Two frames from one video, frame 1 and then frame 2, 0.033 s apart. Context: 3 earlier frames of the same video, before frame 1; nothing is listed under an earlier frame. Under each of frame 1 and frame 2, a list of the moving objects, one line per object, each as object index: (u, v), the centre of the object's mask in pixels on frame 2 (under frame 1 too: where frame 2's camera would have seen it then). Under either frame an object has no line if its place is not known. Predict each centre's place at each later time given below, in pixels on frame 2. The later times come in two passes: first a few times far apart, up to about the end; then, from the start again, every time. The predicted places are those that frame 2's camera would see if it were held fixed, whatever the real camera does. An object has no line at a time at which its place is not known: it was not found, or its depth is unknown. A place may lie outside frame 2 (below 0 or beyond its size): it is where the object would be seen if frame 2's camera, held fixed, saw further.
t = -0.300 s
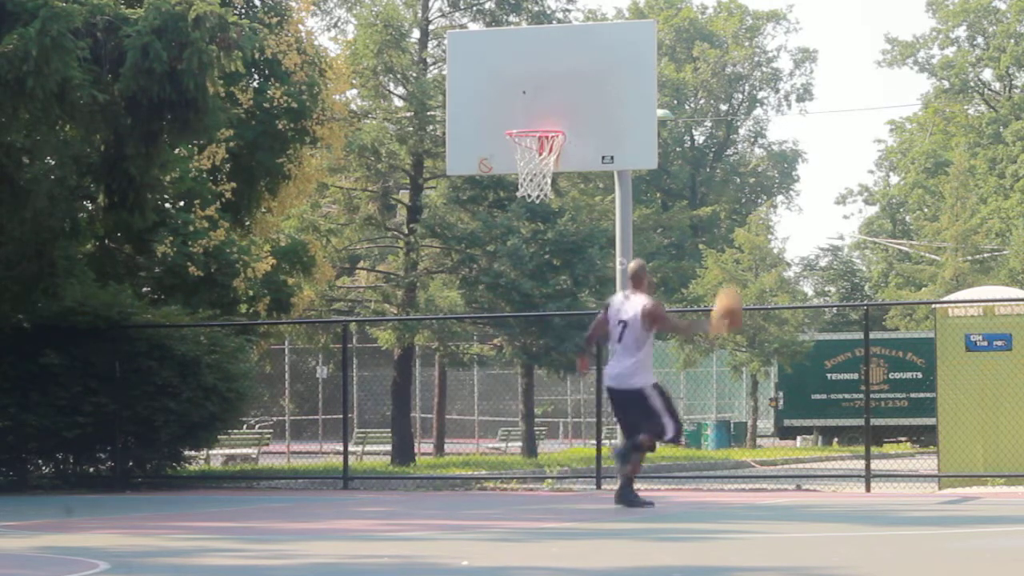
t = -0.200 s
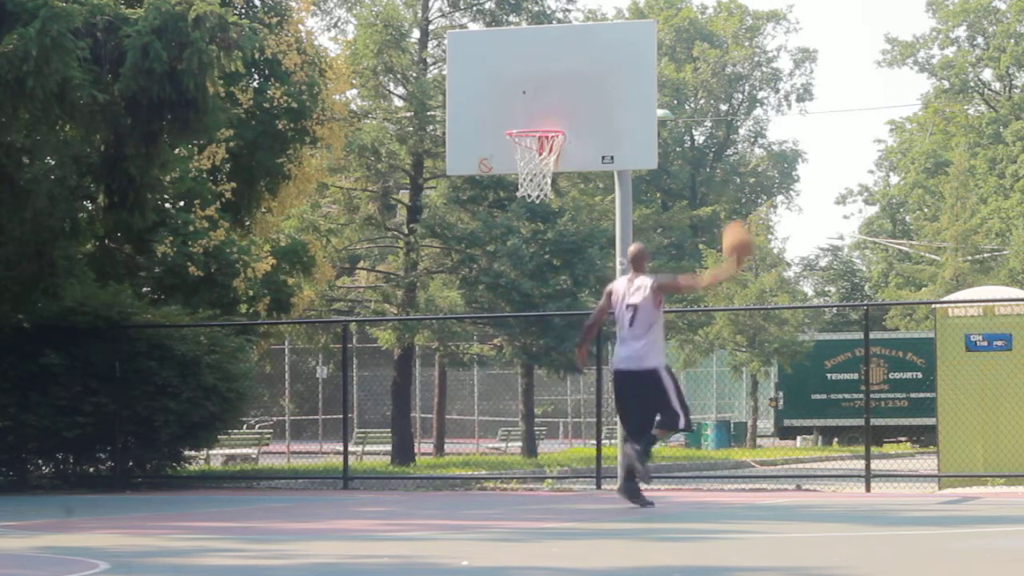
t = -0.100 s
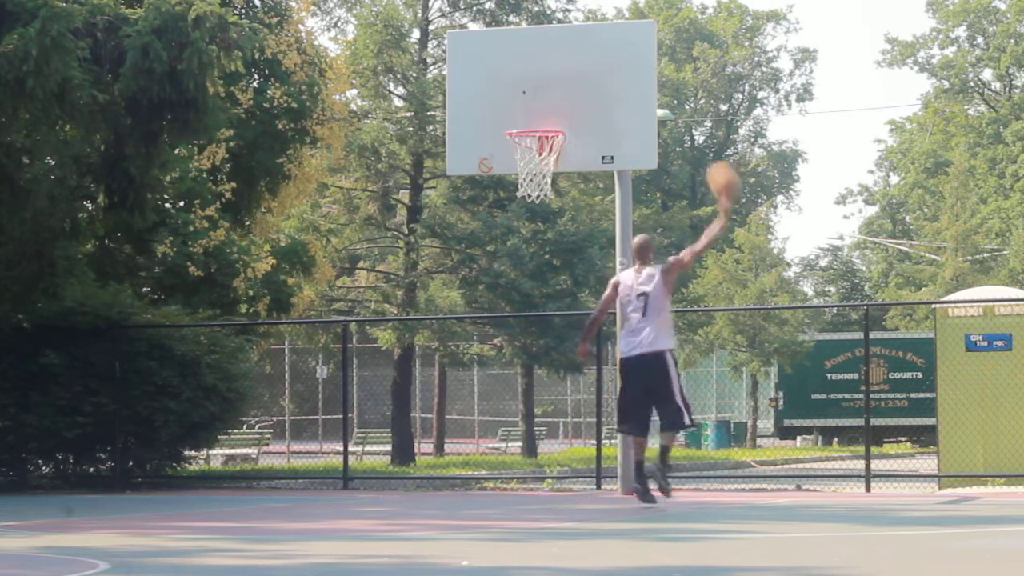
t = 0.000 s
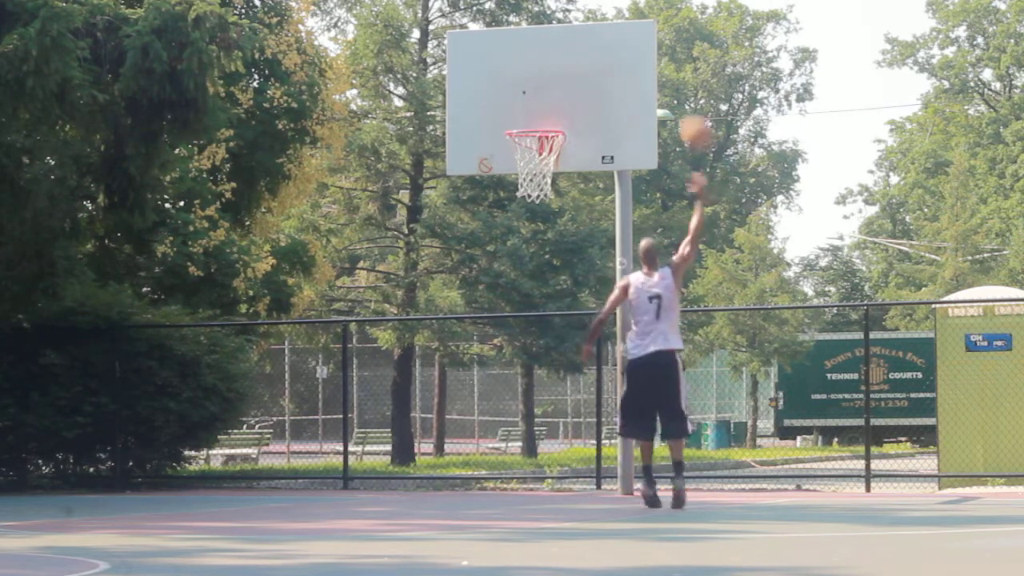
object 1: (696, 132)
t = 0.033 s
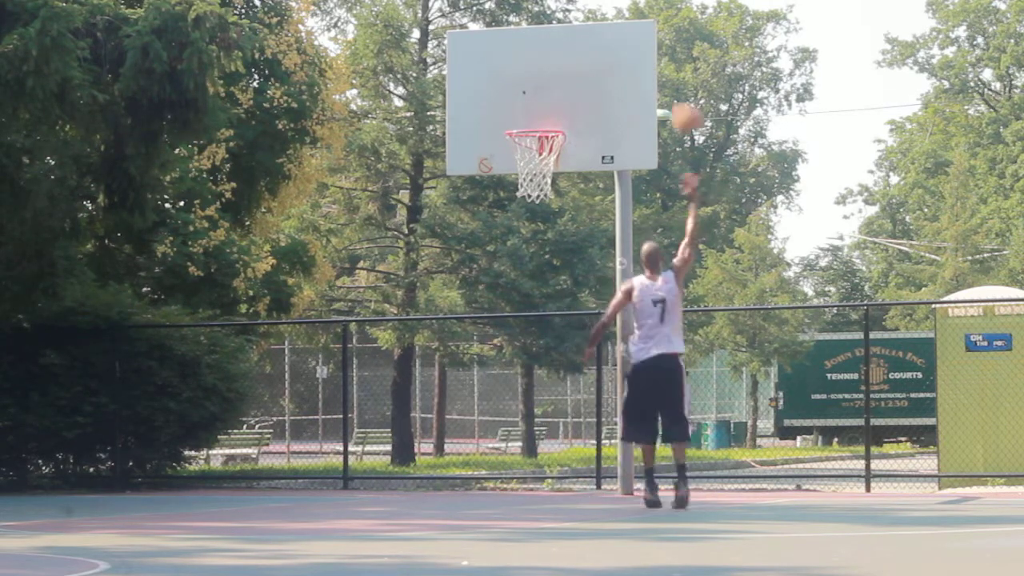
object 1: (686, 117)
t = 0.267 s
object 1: (625, 66)
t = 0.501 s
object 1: (566, 72)
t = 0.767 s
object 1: (535, 121)
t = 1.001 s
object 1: (513, 119)
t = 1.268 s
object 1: (460, 166)
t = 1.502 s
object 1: (410, 272)
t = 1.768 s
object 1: (356, 483)
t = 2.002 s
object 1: (331, 359)
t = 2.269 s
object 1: (301, 276)
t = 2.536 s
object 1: (273, 273)
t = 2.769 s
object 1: (248, 344)
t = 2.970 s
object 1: (229, 466)
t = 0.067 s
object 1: (678, 107)
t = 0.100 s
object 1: (670, 97)
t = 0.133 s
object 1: (660, 88)
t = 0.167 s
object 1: (650, 80)
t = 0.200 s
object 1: (641, 73)
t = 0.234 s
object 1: (633, 69)
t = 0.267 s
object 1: (625, 66)
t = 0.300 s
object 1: (617, 64)
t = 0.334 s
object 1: (608, 63)
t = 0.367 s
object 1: (600, 63)
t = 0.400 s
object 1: (592, 65)
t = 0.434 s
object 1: (583, 66)
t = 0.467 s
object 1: (575, 68)
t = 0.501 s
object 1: (566, 72)
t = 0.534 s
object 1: (559, 77)
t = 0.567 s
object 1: (550, 84)
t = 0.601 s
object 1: (541, 92)
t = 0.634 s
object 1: (532, 101)
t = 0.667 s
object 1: (524, 111)
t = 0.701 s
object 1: (518, 119)
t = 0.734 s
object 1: (525, 120)
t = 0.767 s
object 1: (535, 121)
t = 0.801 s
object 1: (546, 123)
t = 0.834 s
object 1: (541, 120)
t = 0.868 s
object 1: (535, 118)
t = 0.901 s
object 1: (530, 117)
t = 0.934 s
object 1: (524, 117)
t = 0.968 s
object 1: (519, 117)
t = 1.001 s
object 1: (513, 119)
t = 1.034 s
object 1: (507, 122)
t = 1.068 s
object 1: (500, 126)
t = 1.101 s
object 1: (494, 129)
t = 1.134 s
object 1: (487, 134)
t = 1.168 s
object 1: (481, 140)
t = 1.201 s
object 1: (475, 148)
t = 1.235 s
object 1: (468, 157)
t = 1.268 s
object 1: (460, 166)
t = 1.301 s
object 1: (452, 178)
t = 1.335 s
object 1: (447, 189)
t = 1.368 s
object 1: (439, 202)
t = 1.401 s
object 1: (433, 217)
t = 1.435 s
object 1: (426, 233)
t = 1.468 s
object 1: (420, 254)
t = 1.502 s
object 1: (410, 272)
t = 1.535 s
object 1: (404, 292)
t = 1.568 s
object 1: (397, 313)
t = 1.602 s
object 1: (391, 337)
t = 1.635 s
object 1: (384, 364)
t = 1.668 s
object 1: (374, 395)
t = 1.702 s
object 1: (370, 414)
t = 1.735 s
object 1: (361, 451)
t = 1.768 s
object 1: (356, 483)
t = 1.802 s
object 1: (350, 480)
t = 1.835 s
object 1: (347, 455)
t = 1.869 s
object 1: (344, 430)
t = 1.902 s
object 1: (339, 413)
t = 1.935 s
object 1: (336, 393)
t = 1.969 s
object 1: (334, 376)
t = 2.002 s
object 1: (331, 359)
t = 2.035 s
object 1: (327, 345)
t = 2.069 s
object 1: (323, 333)
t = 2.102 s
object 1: (320, 321)
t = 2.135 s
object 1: (317, 308)
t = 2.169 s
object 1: (313, 298)
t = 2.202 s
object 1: (308, 290)
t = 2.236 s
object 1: (306, 283)
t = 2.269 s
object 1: (301, 276)
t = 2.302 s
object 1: (298, 271)
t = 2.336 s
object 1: (294, 268)
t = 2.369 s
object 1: (292, 266)
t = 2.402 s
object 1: (289, 264)
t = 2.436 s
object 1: (285, 265)
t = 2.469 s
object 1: (282, 267)
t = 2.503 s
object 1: (278, 269)
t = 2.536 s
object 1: (273, 273)
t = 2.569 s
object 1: (270, 281)
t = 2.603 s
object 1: (268, 289)
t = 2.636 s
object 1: (263, 297)
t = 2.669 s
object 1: (261, 306)
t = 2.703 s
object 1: (256, 318)
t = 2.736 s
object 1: (252, 331)
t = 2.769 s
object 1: (248, 344)
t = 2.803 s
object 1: (244, 358)
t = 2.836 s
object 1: (241, 376)
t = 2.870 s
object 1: (238, 394)
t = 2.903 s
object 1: (233, 414)
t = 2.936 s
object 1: (230, 435)
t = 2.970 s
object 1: (229, 466)
